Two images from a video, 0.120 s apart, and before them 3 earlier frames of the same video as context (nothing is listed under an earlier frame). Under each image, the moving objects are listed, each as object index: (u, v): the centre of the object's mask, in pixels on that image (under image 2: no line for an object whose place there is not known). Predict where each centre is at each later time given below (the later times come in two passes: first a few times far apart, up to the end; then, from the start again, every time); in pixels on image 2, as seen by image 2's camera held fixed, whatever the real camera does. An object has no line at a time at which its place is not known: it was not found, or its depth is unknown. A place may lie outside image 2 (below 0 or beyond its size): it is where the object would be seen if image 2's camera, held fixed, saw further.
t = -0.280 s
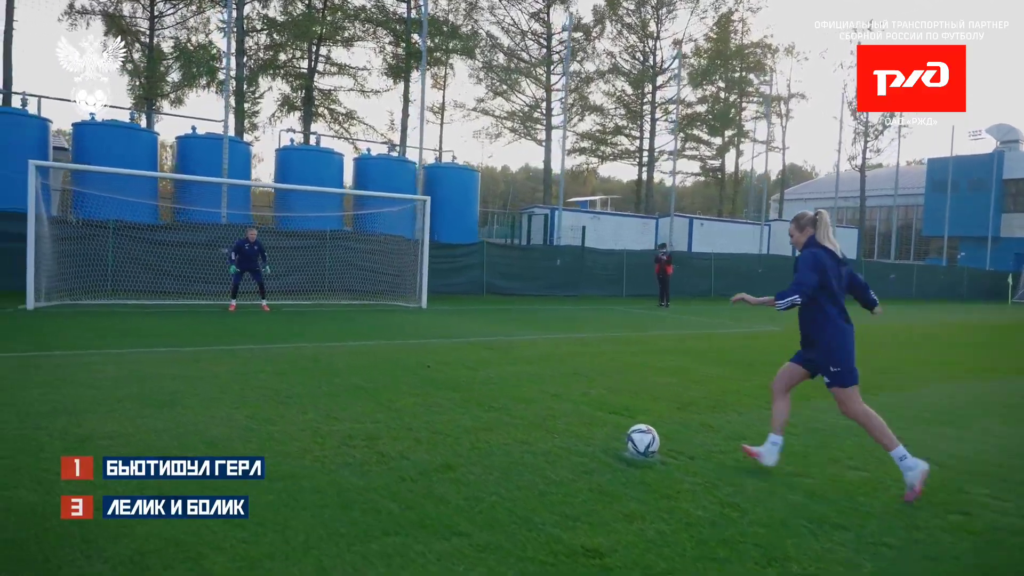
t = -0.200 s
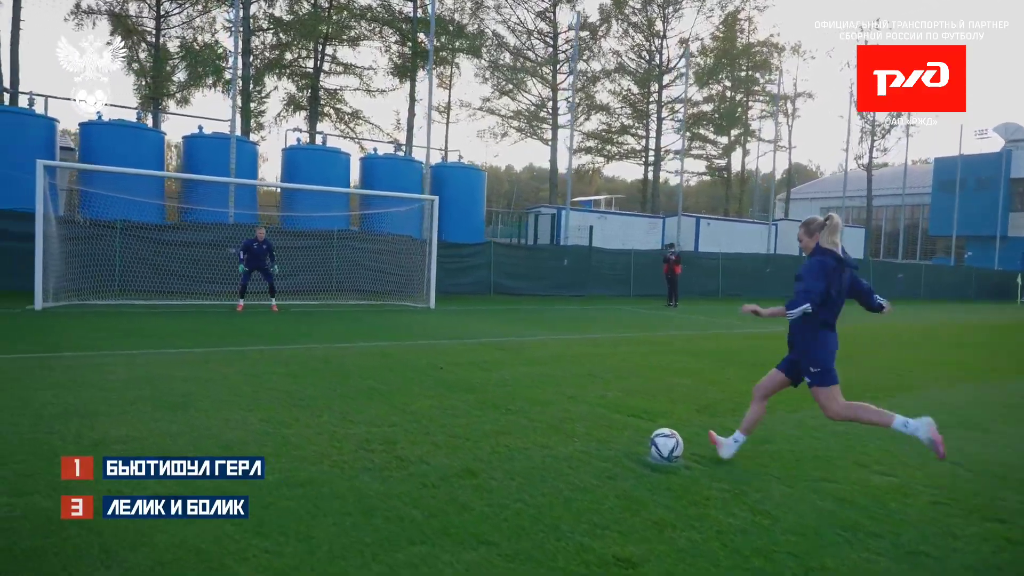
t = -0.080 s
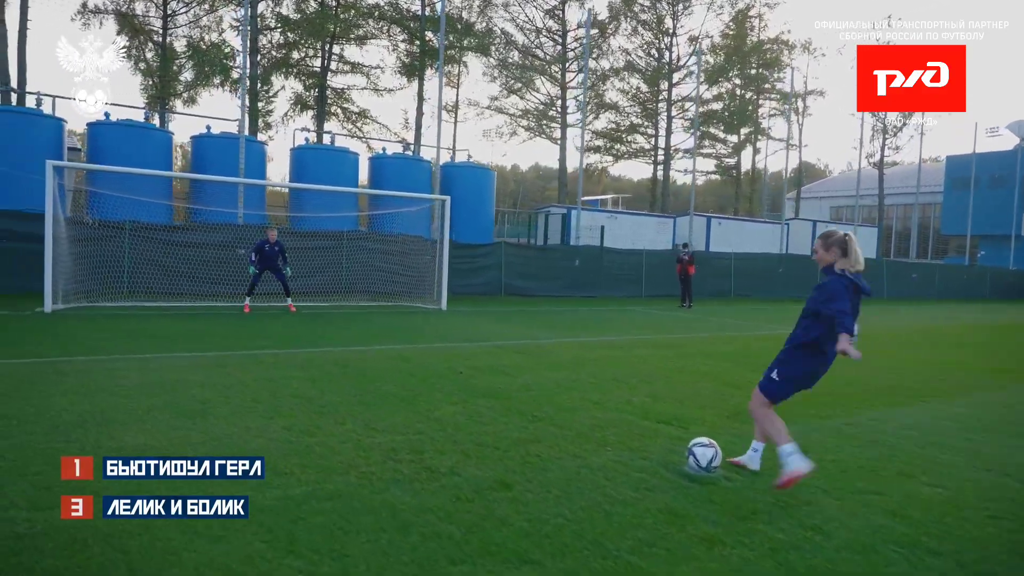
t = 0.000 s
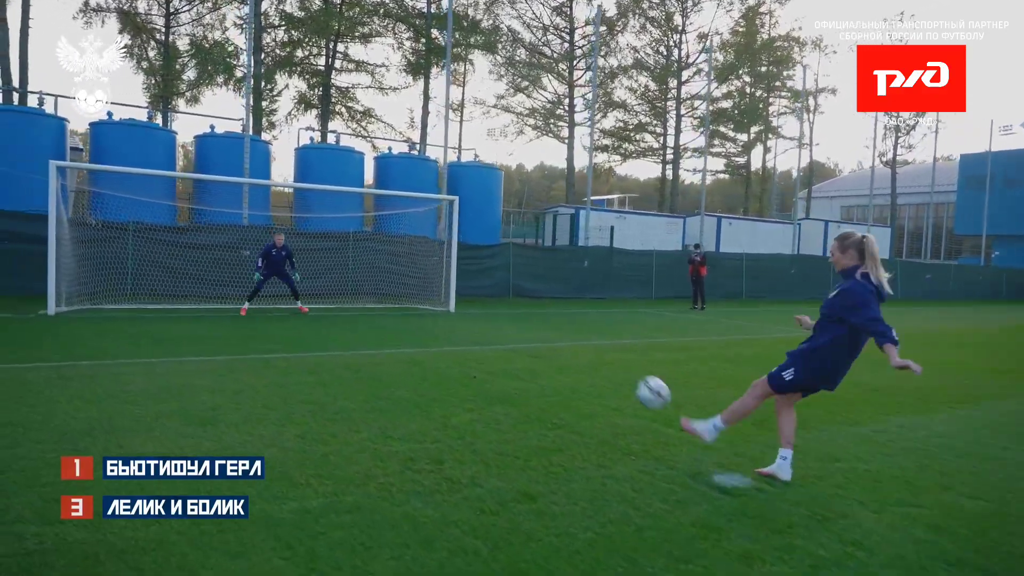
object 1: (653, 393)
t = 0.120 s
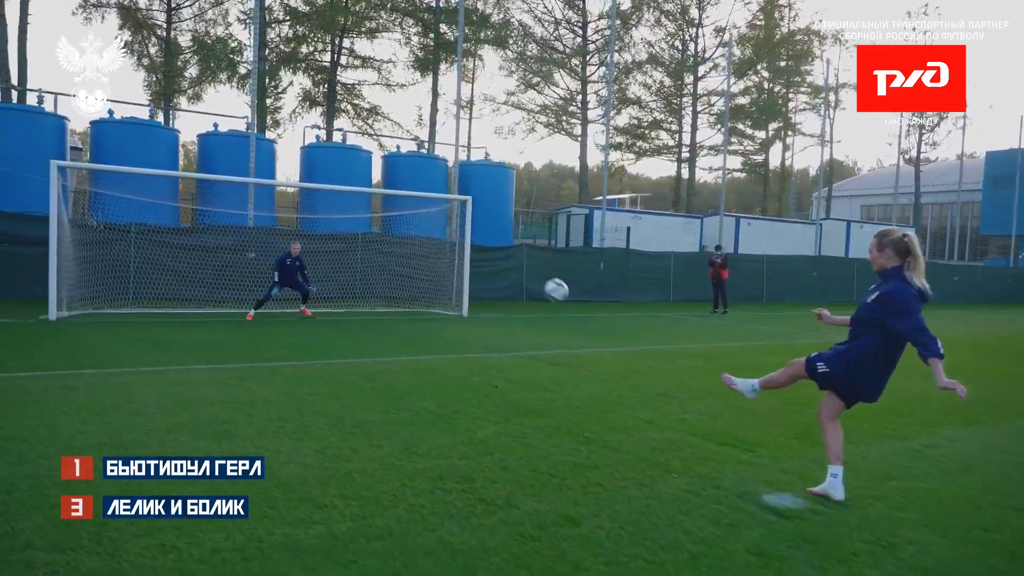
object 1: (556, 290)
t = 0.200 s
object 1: (511, 252)
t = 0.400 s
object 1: (449, 209)
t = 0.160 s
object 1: (531, 269)
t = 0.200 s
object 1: (511, 252)
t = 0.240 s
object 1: (495, 238)
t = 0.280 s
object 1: (480, 228)
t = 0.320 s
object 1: (468, 221)
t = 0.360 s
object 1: (458, 214)
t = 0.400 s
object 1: (449, 209)
